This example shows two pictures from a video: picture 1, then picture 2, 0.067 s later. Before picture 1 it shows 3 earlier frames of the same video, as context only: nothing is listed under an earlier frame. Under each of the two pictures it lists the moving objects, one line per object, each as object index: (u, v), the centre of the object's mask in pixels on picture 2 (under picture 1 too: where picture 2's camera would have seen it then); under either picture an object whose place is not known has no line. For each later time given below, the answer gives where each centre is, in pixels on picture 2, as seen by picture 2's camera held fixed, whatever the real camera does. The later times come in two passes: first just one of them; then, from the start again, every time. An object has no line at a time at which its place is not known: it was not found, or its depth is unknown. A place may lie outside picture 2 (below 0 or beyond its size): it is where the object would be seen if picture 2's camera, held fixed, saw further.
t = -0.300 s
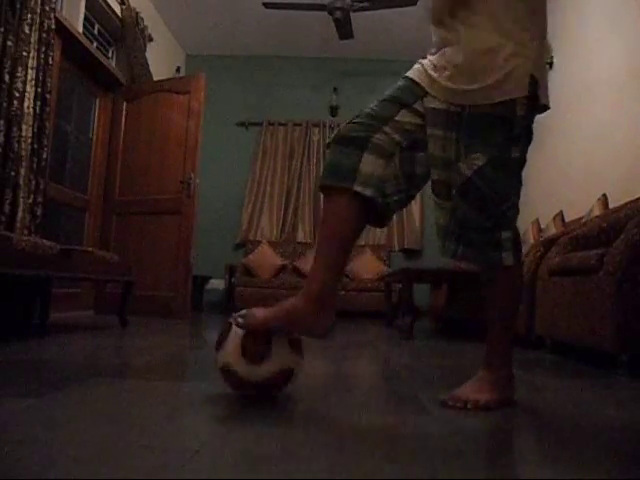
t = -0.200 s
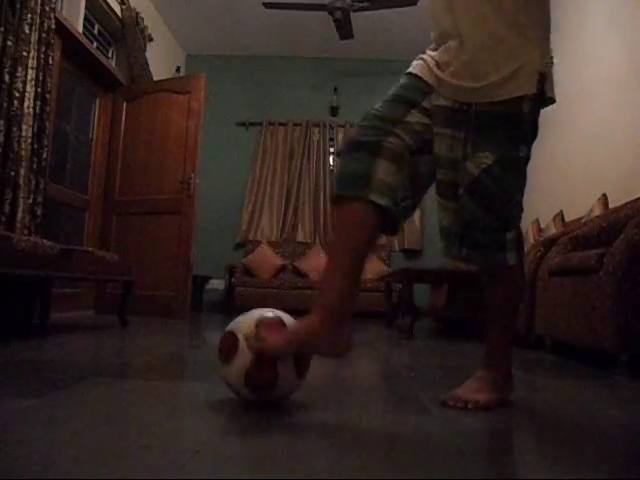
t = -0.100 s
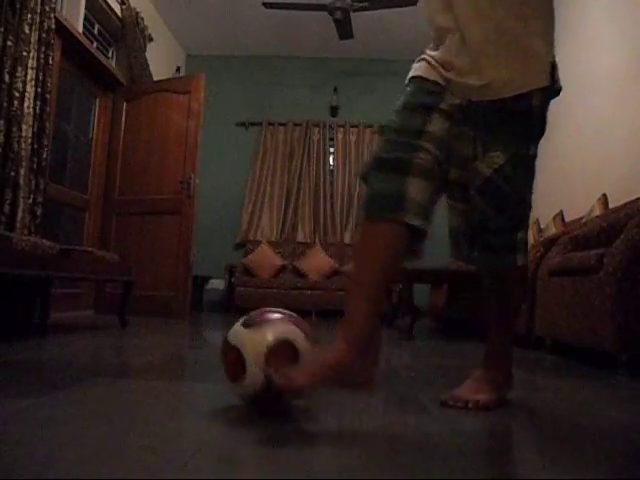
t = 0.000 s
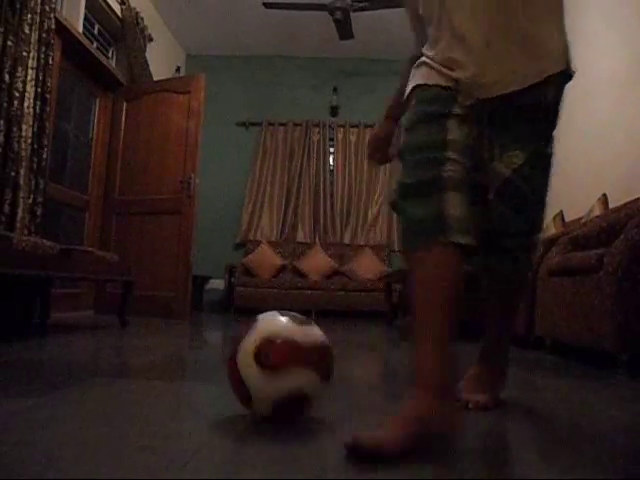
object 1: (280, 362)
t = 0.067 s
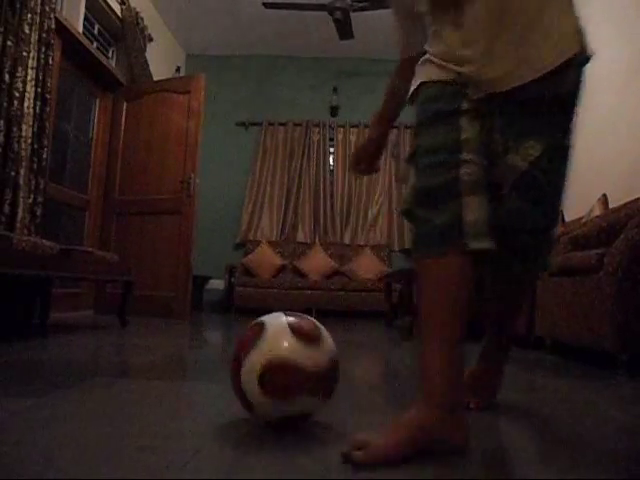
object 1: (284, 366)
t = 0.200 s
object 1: (294, 375)
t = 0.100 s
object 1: (287, 368)
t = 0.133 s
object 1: (289, 370)
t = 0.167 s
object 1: (292, 372)
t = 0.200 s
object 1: (294, 375)
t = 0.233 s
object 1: (299, 375)
